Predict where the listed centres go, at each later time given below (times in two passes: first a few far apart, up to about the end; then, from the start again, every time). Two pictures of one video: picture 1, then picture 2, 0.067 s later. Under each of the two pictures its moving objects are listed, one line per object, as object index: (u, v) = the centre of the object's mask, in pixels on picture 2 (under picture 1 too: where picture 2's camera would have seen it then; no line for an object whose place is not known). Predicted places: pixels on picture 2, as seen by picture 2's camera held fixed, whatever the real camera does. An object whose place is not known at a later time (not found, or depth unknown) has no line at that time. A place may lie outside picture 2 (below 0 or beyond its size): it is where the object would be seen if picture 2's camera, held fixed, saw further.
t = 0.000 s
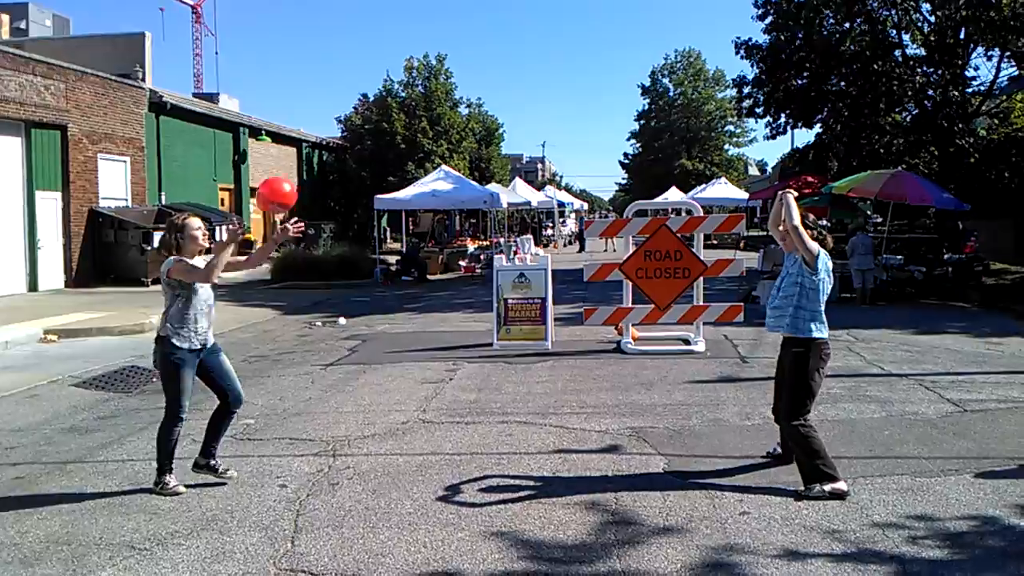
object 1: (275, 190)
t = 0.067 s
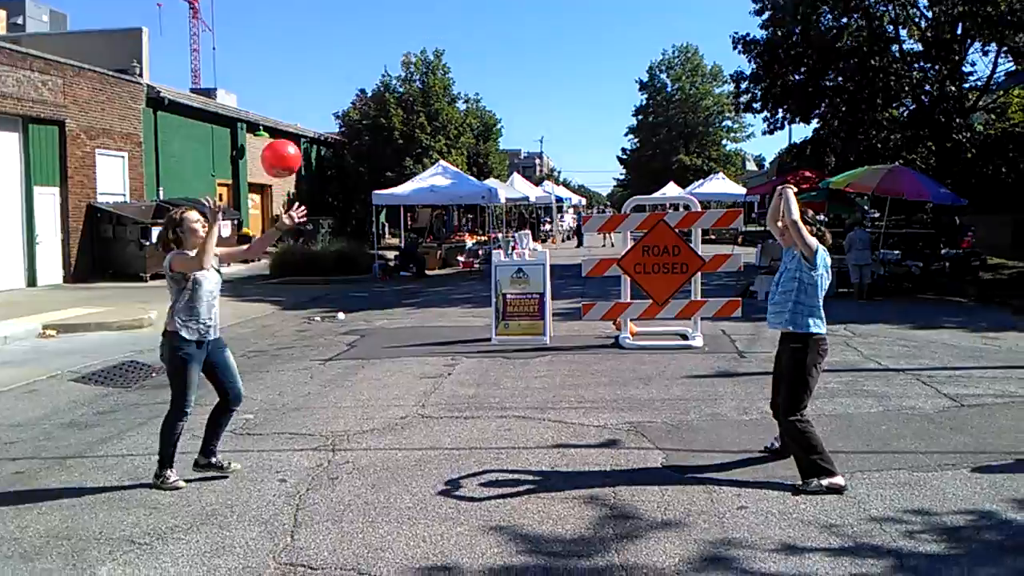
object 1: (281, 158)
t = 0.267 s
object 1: (302, 107)
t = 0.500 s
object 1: (332, 137)
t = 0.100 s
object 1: (285, 144)
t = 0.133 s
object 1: (288, 133)
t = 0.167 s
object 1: (292, 124)
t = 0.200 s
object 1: (295, 116)
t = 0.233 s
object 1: (299, 110)
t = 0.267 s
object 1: (302, 107)
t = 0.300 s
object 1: (306, 105)
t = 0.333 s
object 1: (310, 106)
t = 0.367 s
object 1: (314, 108)
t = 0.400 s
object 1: (319, 112)
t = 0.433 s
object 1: (323, 117)
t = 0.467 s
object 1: (328, 127)
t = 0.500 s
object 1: (332, 137)
